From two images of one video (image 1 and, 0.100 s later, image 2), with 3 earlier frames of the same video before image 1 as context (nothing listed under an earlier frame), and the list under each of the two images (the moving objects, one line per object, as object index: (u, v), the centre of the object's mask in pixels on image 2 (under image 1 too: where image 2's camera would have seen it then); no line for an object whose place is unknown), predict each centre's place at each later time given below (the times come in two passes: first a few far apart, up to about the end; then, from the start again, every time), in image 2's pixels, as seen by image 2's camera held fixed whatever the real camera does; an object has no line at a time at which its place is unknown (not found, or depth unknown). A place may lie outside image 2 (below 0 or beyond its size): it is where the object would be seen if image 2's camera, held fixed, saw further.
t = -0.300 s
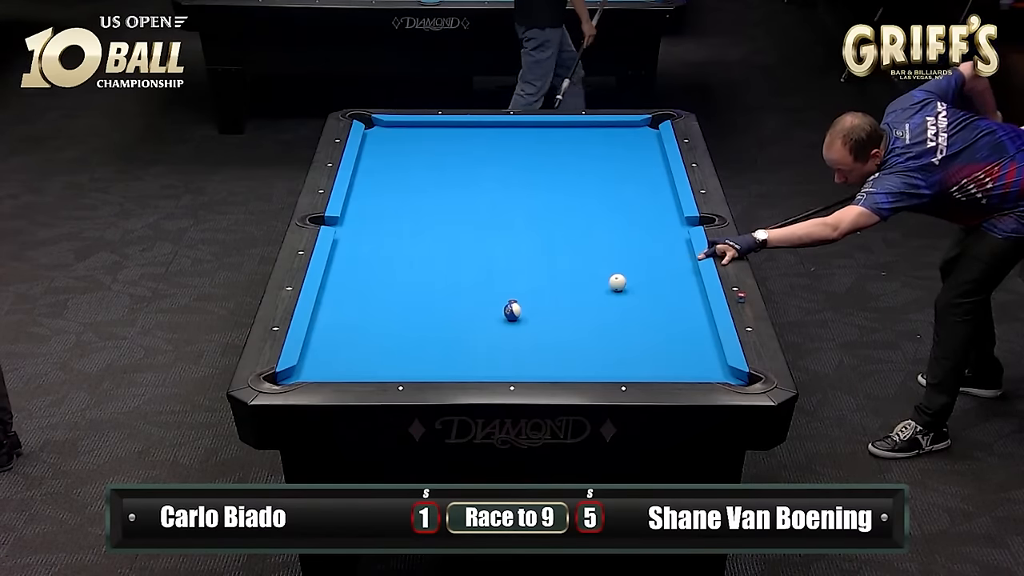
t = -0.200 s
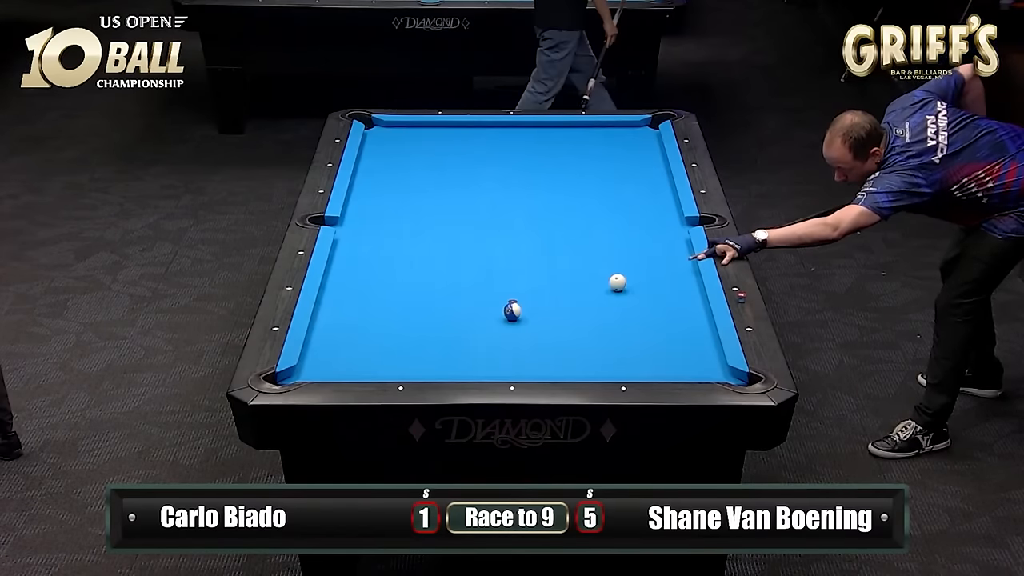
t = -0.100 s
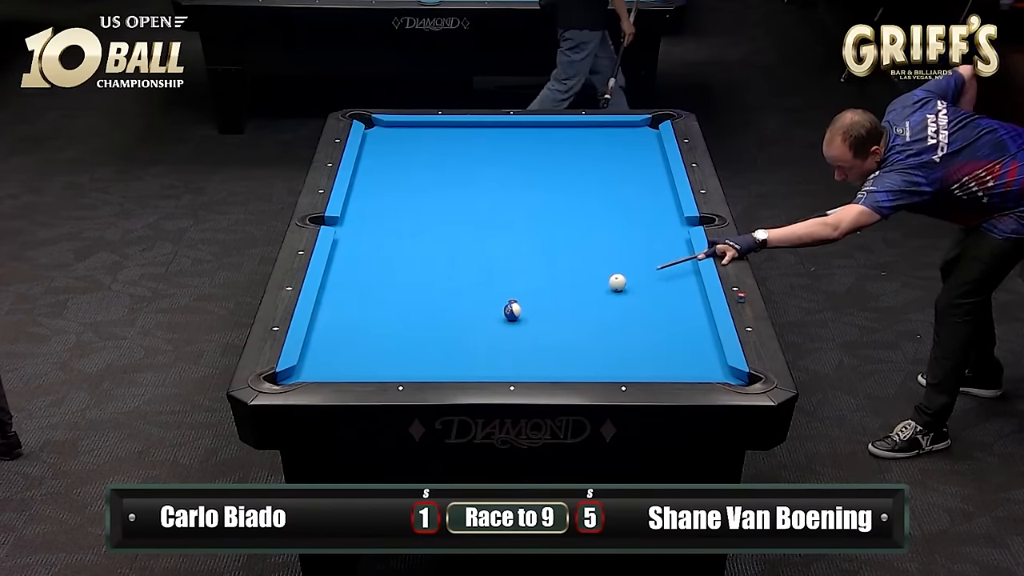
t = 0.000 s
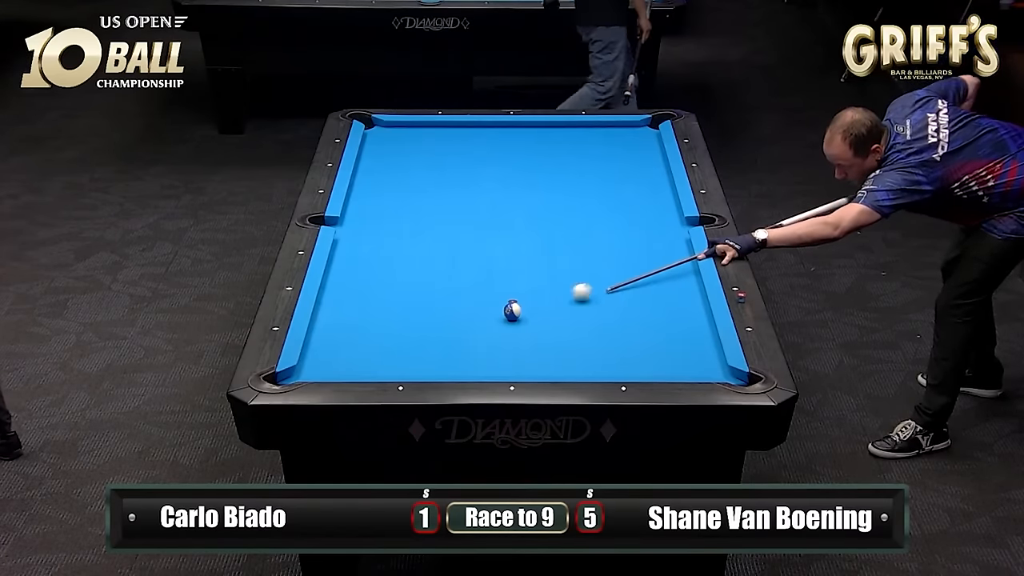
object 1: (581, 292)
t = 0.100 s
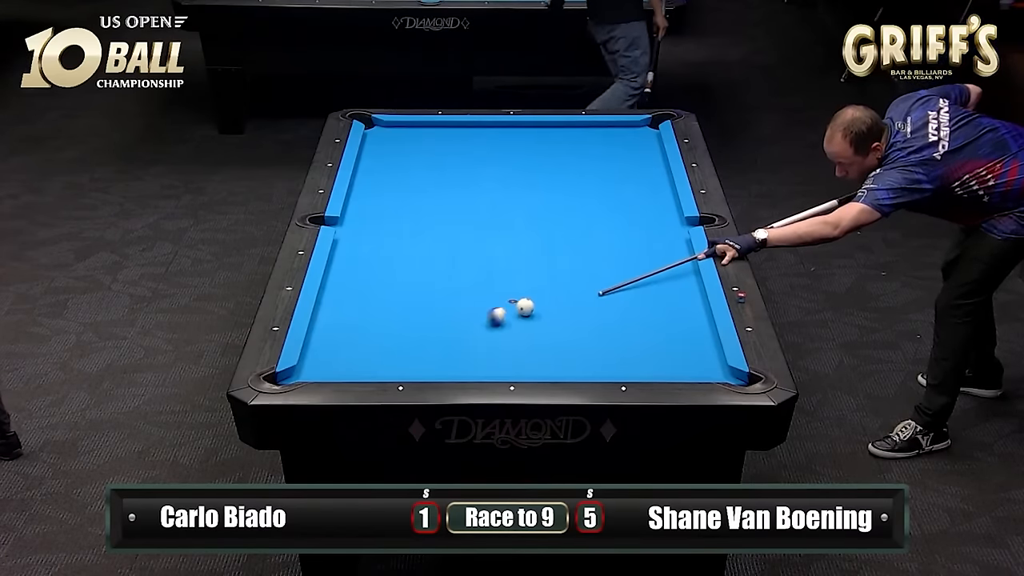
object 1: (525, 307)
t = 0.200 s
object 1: (520, 306)
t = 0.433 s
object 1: (510, 305)
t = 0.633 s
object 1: (503, 304)
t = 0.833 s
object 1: (496, 303)
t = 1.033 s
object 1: (490, 303)
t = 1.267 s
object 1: (485, 302)
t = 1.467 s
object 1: (481, 302)
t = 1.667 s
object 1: (478, 301)
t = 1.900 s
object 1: (475, 301)
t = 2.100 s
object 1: (474, 301)
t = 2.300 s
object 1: (474, 301)
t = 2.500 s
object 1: (473, 301)
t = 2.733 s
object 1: (474, 300)
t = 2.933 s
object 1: (474, 301)
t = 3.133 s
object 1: (473, 301)
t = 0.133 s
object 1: (523, 307)
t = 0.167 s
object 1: (521, 307)
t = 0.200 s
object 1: (520, 306)
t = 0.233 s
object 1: (518, 306)
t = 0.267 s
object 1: (517, 306)
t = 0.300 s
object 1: (516, 306)
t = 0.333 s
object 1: (514, 306)
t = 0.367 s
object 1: (512, 305)
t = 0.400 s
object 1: (511, 305)
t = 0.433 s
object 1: (510, 305)
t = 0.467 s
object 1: (509, 305)
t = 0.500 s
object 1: (508, 305)
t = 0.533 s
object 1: (507, 305)
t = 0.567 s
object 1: (505, 304)
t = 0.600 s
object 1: (504, 304)
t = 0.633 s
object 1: (503, 304)
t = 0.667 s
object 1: (502, 304)
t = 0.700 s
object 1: (500, 304)
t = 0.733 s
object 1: (499, 304)
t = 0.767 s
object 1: (498, 303)
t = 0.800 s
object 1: (497, 303)
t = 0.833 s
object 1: (496, 303)
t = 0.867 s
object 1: (495, 303)
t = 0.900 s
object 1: (494, 303)
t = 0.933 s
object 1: (494, 303)
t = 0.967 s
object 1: (492, 303)
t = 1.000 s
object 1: (491, 303)
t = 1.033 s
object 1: (490, 303)
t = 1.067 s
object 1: (489, 302)
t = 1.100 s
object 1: (488, 303)
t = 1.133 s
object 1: (488, 302)
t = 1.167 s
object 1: (487, 302)
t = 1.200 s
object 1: (486, 302)
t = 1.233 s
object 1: (485, 302)
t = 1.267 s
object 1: (485, 302)
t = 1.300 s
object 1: (484, 302)
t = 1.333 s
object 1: (483, 302)
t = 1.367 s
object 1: (483, 302)
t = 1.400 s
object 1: (482, 302)
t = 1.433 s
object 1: (482, 302)
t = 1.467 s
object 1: (481, 302)
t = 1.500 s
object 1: (480, 302)
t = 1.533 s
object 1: (480, 302)
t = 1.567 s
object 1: (479, 301)
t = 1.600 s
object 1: (479, 301)
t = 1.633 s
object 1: (478, 301)
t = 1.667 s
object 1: (478, 301)
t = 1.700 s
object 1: (477, 301)
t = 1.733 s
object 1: (477, 301)
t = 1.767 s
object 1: (476, 301)
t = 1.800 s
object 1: (476, 301)
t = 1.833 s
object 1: (476, 301)
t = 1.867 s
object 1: (476, 301)
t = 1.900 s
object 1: (475, 301)
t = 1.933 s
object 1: (475, 301)
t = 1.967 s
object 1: (475, 301)
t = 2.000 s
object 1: (475, 301)
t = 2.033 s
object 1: (474, 301)
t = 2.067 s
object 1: (474, 301)
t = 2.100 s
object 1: (474, 301)
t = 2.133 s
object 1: (474, 301)
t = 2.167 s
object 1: (474, 301)
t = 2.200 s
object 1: (474, 301)
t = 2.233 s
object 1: (474, 301)
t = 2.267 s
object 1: (474, 301)
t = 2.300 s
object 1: (474, 301)
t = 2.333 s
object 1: (474, 301)
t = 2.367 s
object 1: (474, 301)
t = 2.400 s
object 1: (474, 301)
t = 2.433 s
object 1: (474, 301)
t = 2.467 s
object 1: (473, 301)
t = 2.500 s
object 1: (473, 301)
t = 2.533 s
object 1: (473, 301)
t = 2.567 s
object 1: (474, 301)
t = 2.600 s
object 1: (474, 301)
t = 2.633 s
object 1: (474, 301)
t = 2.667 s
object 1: (474, 301)
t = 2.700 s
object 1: (474, 301)
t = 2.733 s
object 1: (474, 300)
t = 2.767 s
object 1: (474, 301)
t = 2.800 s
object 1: (474, 301)
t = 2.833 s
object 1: (474, 301)
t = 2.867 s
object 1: (474, 301)
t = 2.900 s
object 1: (474, 301)
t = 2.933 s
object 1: (474, 301)
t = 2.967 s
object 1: (474, 301)
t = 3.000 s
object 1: (474, 301)
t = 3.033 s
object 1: (474, 301)
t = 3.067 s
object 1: (473, 301)
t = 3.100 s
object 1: (473, 301)
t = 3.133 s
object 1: (473, 301)
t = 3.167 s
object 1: (474, 301)
